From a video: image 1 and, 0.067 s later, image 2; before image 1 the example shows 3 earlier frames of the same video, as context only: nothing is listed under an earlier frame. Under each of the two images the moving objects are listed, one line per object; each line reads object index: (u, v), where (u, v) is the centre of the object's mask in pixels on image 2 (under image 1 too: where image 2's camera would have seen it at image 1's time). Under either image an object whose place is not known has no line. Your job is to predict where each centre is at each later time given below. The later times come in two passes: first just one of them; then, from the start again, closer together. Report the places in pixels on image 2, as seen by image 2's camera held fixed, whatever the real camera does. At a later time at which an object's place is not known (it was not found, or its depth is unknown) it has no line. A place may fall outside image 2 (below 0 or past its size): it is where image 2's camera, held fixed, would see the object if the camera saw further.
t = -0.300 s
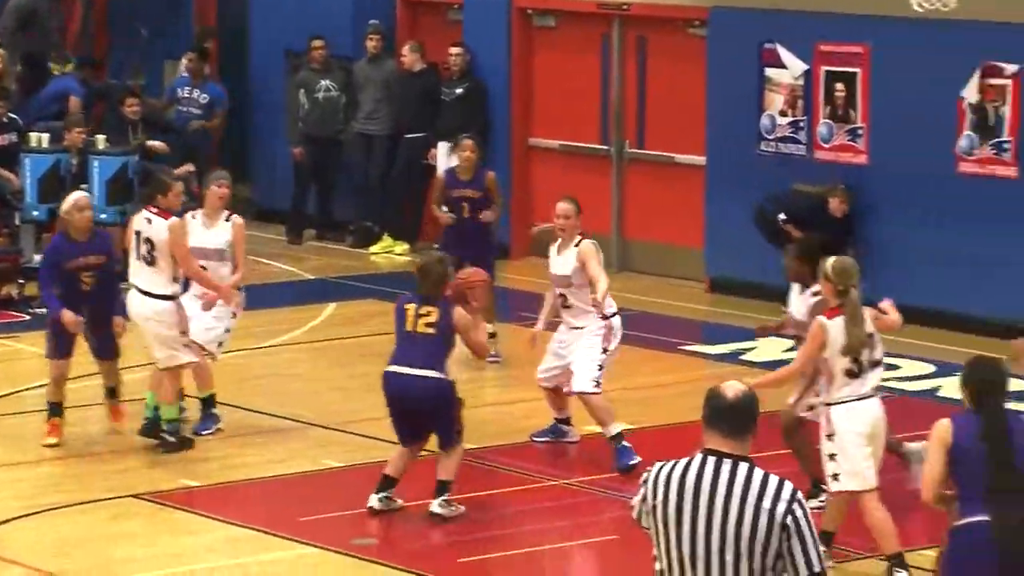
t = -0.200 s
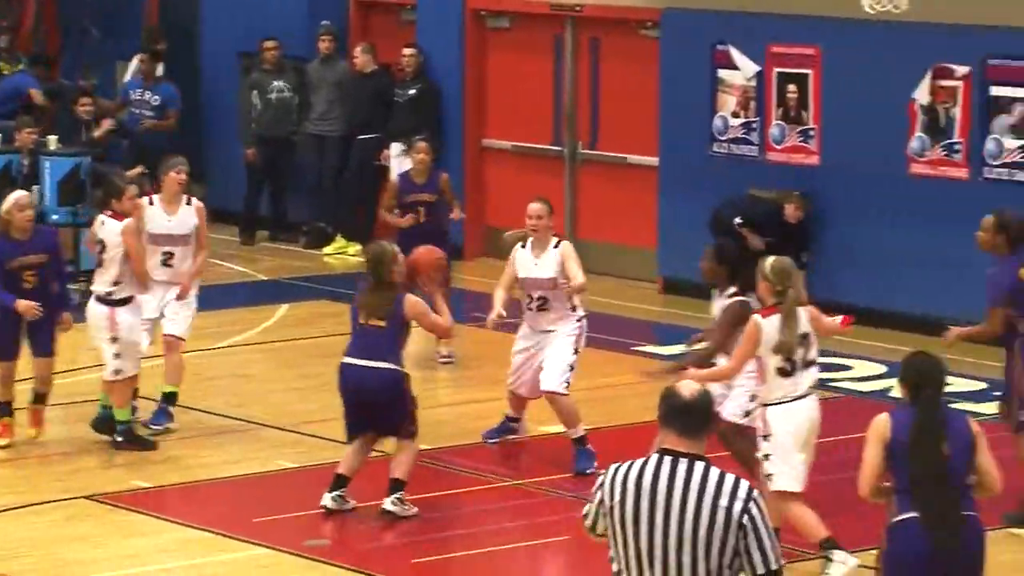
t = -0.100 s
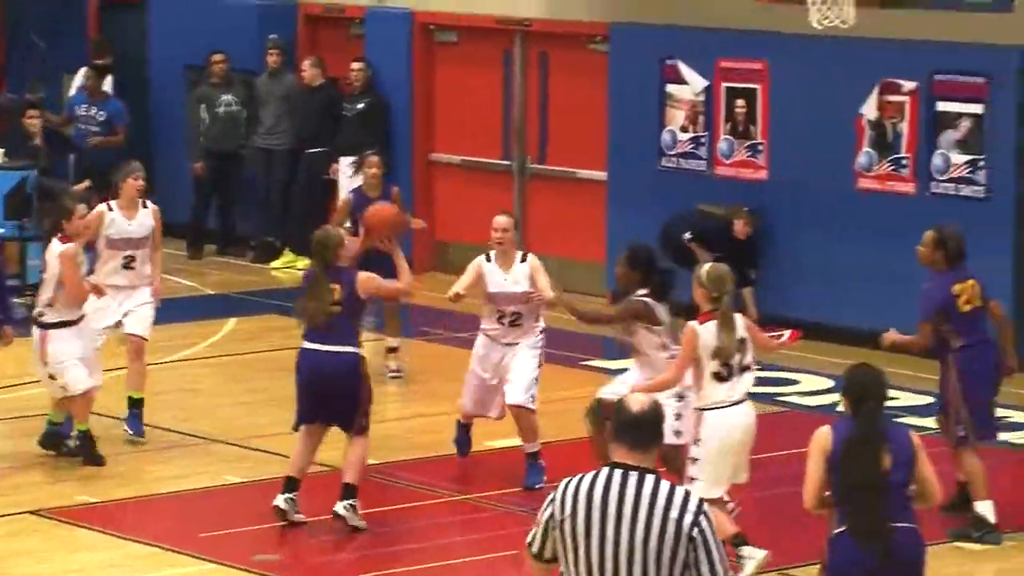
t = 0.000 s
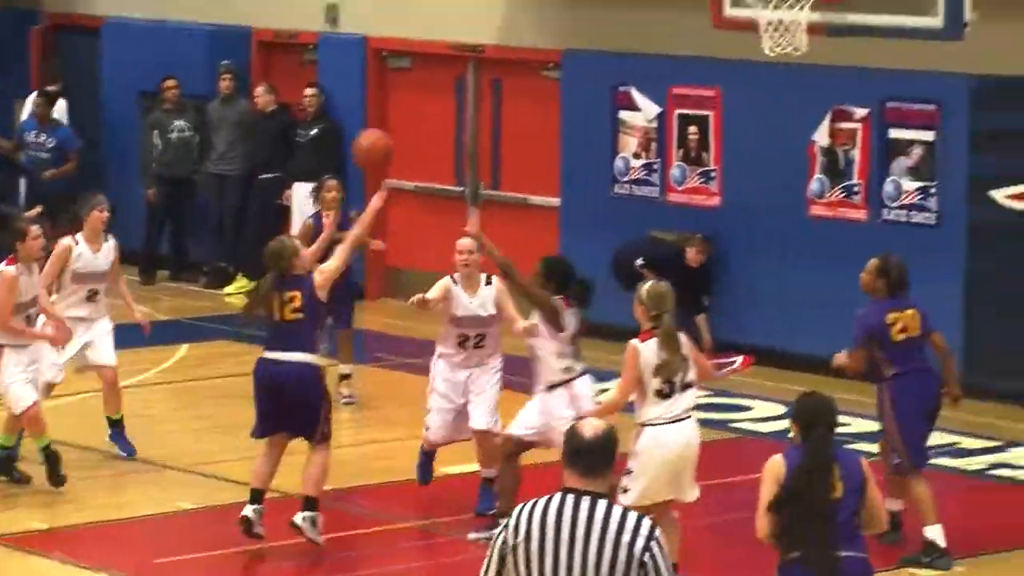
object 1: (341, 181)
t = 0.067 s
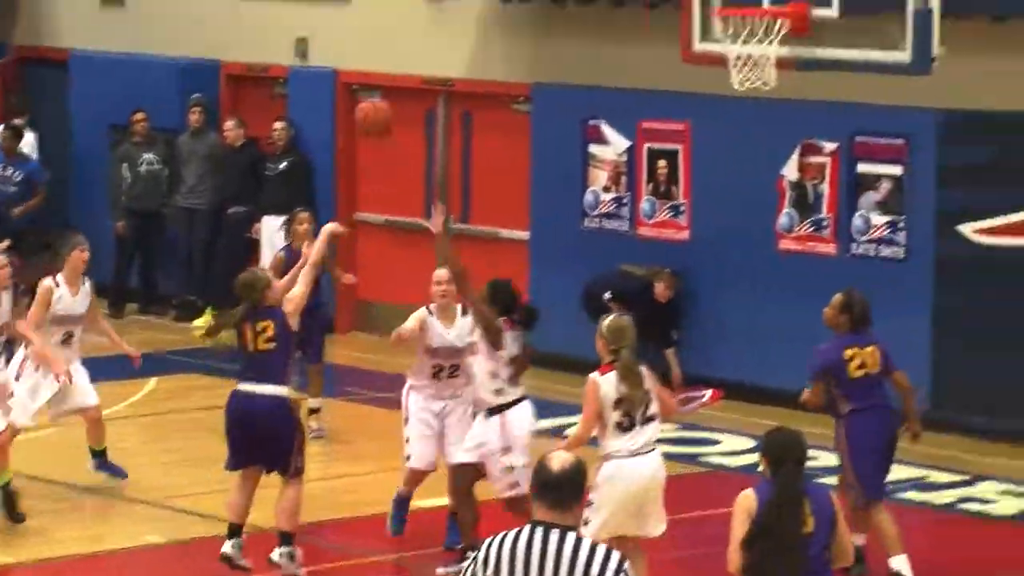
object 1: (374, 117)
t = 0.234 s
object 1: (452, -3)
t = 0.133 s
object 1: (406, 64)
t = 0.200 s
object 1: (437, 17)
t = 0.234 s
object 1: (452, -3)
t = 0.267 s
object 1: (466, -21)
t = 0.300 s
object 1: (481, -38)
